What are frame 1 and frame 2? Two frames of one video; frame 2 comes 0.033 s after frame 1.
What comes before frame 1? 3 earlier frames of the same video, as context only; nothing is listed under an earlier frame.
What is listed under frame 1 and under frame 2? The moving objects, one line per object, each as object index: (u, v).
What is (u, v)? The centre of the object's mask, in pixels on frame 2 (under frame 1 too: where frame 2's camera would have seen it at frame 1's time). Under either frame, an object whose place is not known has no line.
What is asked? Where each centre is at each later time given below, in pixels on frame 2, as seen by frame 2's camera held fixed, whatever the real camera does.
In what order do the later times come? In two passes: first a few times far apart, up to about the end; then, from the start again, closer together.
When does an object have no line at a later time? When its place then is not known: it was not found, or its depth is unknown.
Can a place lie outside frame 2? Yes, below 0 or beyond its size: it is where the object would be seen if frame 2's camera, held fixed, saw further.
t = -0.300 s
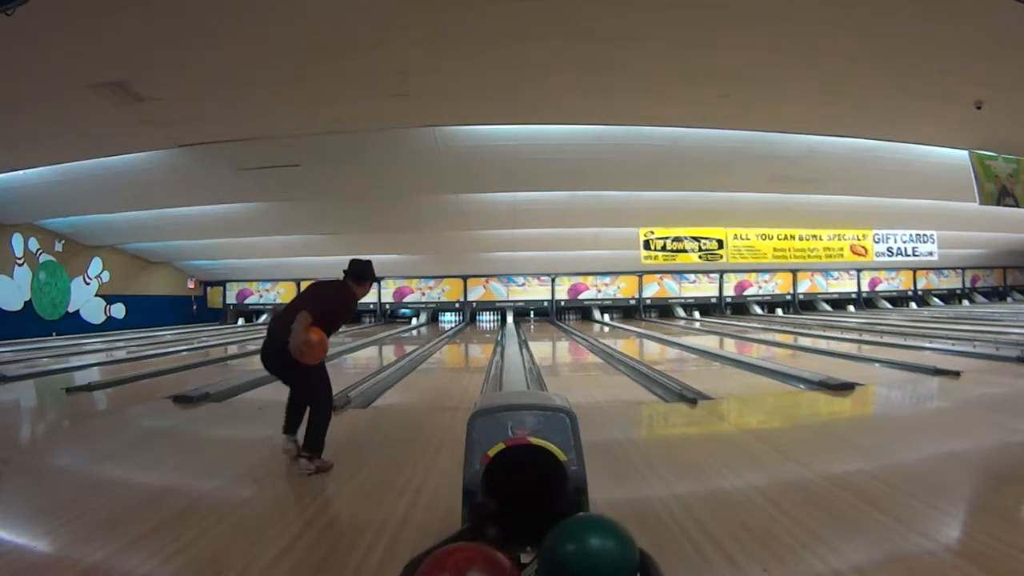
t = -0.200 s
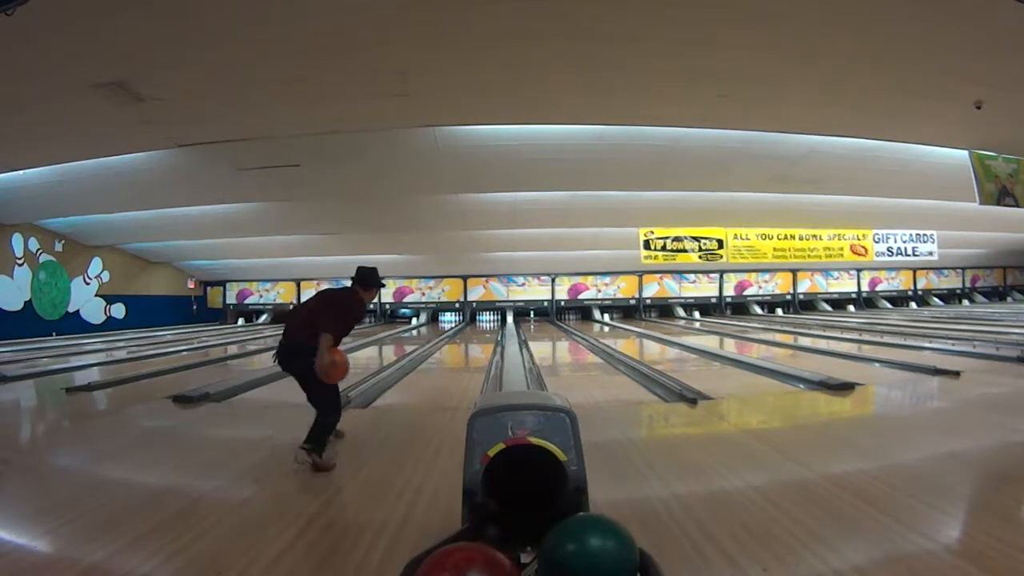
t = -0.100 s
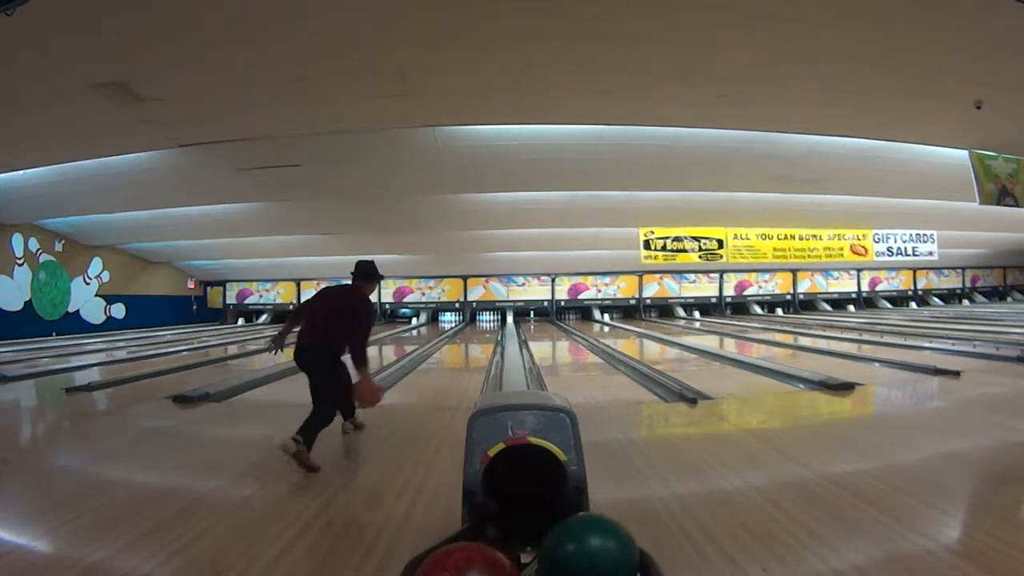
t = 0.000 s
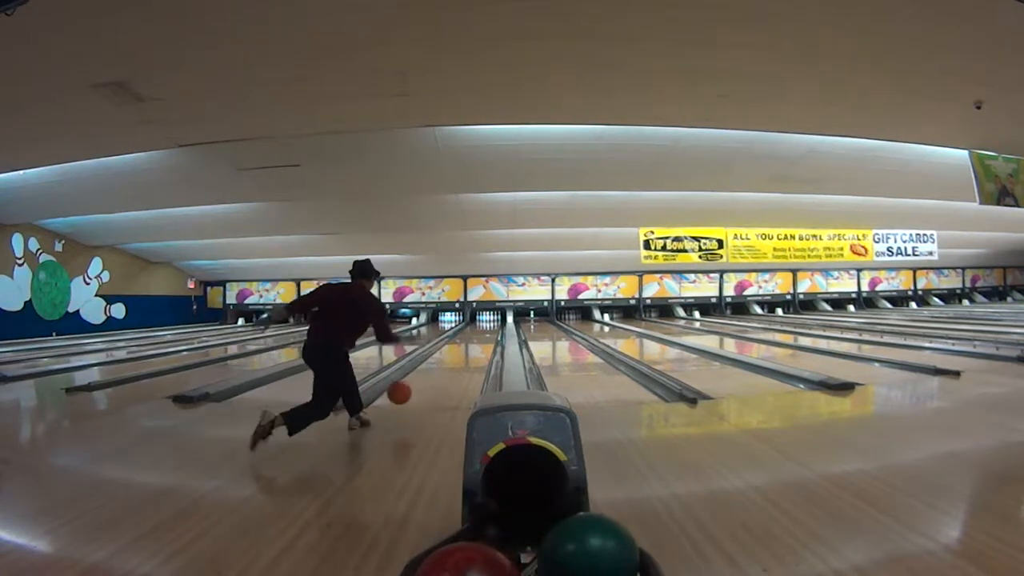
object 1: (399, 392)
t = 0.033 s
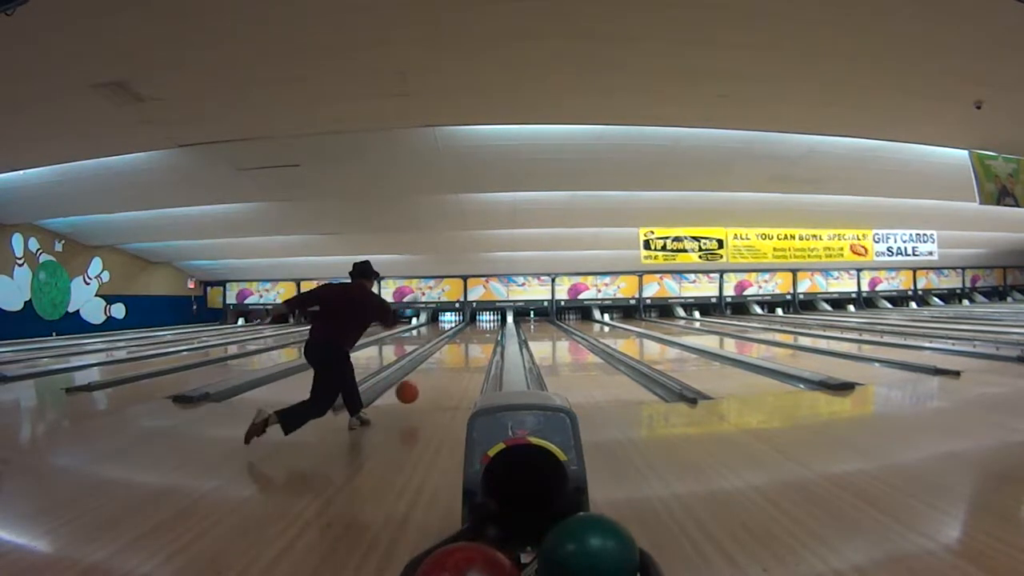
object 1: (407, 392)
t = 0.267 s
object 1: (443, 374)
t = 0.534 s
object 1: (465, 354)
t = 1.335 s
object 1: (489, 331)
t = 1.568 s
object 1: (490, 327)
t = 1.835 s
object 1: (493, 325)
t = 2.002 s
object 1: (493, 324)
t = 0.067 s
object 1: (414, 393)
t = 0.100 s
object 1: (420, 393)
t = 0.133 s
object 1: (425, 387)
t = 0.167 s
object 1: (430, 383)
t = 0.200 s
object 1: (435, 380)
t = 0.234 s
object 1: (439, 377)
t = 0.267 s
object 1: (443, 374)
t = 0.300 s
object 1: (447, 370)
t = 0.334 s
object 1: (450, 368)
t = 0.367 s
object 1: (453, 365)
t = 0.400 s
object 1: (456, 363)
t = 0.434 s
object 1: (458, 360)
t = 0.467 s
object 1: (461, 358)
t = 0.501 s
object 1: (463, 356)
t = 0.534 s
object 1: (465, 354)
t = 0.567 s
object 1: (467, 353)
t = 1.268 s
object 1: (489, 331)
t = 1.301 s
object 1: (489, 331)
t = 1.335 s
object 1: (489, 331)
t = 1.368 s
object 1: (489, 330)
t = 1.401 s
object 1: (489, 330)
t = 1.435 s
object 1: (489, 330)
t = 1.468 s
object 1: (490, 330)
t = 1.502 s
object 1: (492, 327)
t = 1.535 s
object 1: (491, 328)
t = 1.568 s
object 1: (490, 327)
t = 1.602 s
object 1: (490, 327)
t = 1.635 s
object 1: (491, 327)
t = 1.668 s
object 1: (491, 327)
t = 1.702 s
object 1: (492, 327)
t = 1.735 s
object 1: (492, 326)
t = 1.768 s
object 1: (491, 325)
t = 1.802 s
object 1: (493, 325)
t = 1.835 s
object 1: (493, 325)
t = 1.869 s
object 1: (492, 325)
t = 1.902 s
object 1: (493, 324)
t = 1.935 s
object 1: (492, 324)
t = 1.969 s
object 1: (492, 324)
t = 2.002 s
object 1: (493, 324)
